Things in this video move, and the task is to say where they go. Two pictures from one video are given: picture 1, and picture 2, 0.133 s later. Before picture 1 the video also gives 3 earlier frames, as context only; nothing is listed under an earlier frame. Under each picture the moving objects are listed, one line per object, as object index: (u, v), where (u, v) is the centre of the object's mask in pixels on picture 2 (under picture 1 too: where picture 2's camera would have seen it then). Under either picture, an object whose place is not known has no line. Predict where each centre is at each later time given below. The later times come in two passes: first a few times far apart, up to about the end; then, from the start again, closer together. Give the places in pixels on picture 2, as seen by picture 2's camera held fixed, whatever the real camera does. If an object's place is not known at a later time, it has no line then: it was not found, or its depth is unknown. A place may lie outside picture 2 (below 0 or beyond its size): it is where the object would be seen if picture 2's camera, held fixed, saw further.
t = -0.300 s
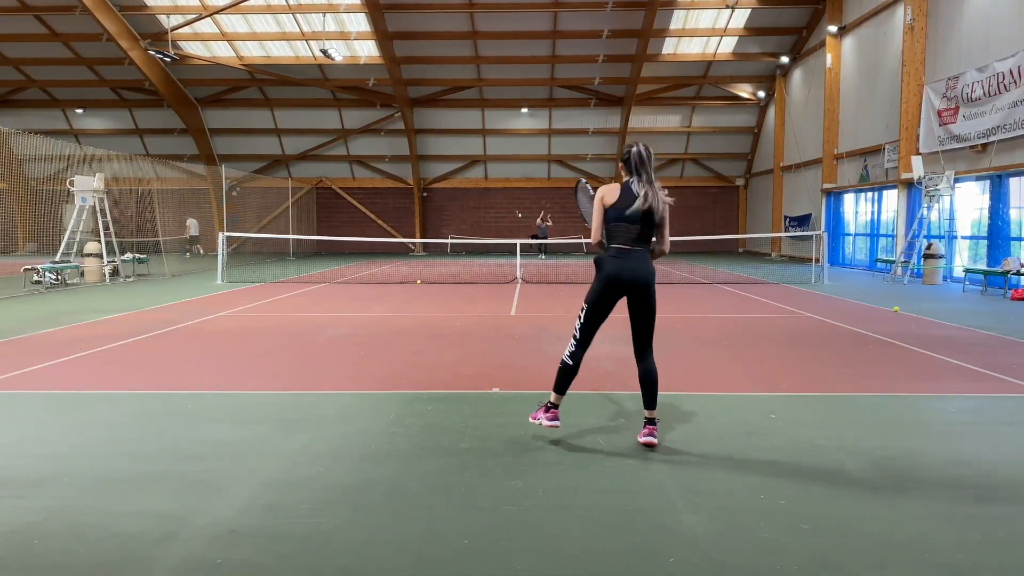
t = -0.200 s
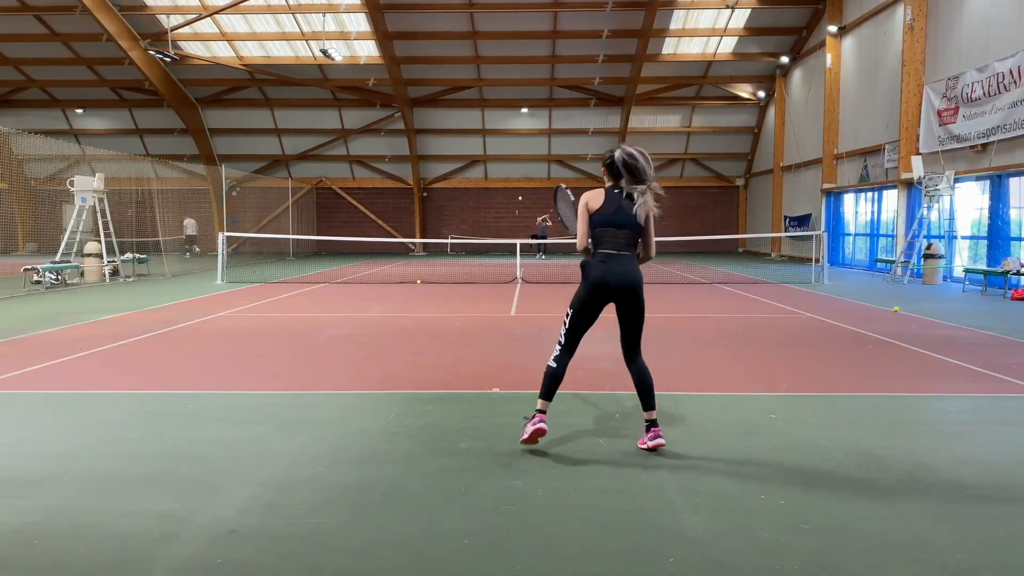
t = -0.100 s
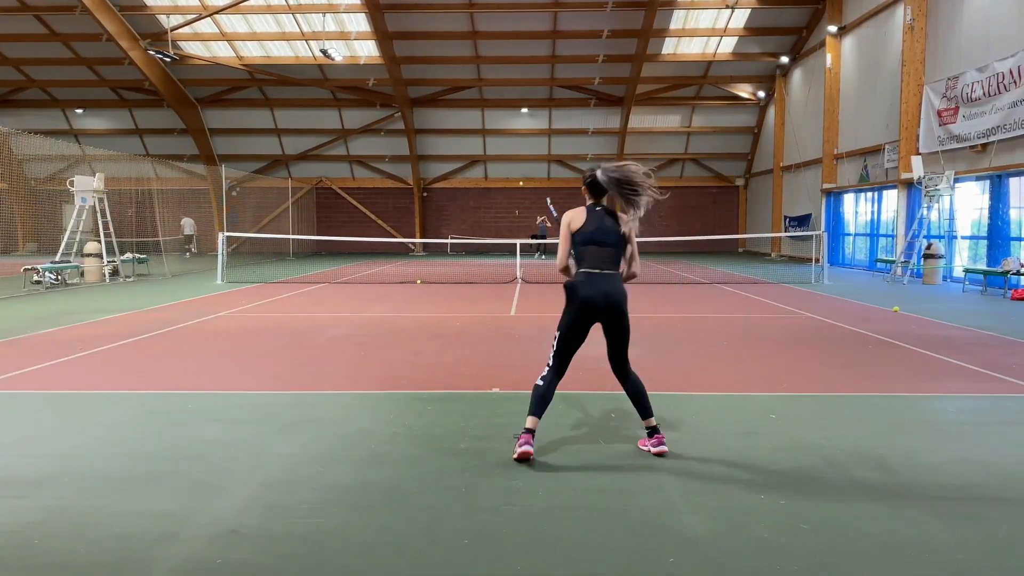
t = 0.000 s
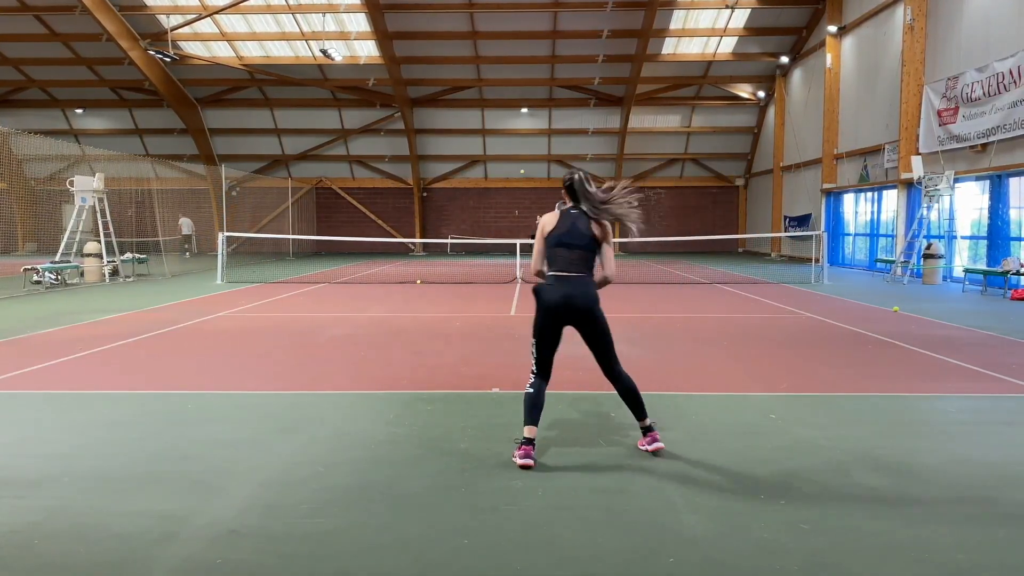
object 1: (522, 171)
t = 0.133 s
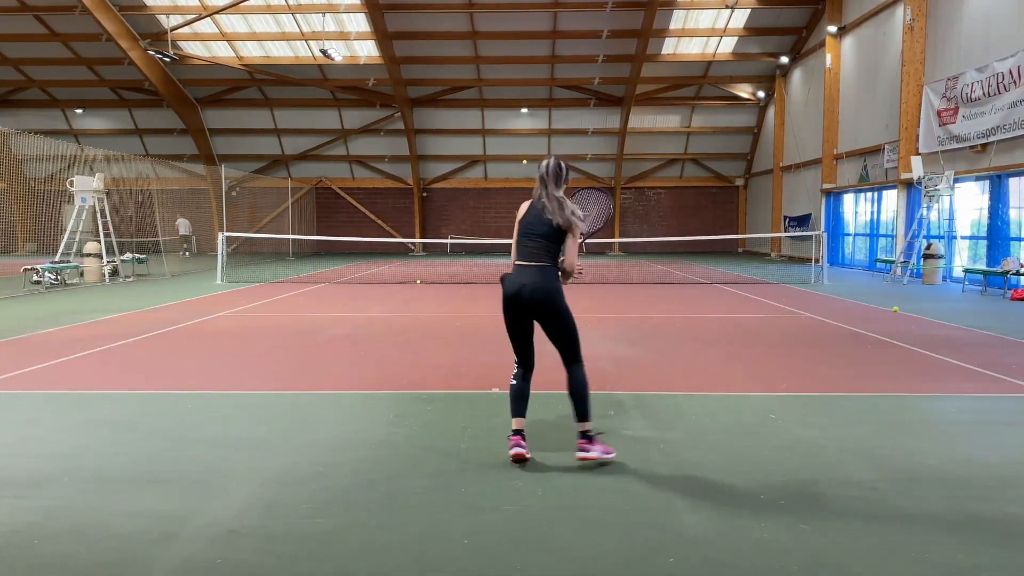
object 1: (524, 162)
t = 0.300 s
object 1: (529, 162)
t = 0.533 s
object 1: (540, 209)
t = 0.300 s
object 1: (529, 162)
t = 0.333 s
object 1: (530, 166)
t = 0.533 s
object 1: (540, 209)
